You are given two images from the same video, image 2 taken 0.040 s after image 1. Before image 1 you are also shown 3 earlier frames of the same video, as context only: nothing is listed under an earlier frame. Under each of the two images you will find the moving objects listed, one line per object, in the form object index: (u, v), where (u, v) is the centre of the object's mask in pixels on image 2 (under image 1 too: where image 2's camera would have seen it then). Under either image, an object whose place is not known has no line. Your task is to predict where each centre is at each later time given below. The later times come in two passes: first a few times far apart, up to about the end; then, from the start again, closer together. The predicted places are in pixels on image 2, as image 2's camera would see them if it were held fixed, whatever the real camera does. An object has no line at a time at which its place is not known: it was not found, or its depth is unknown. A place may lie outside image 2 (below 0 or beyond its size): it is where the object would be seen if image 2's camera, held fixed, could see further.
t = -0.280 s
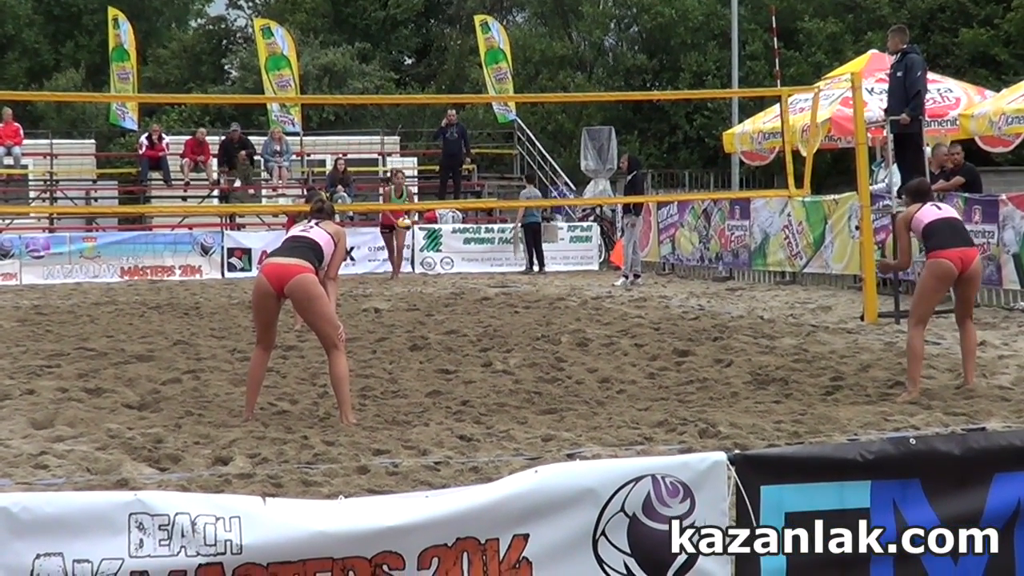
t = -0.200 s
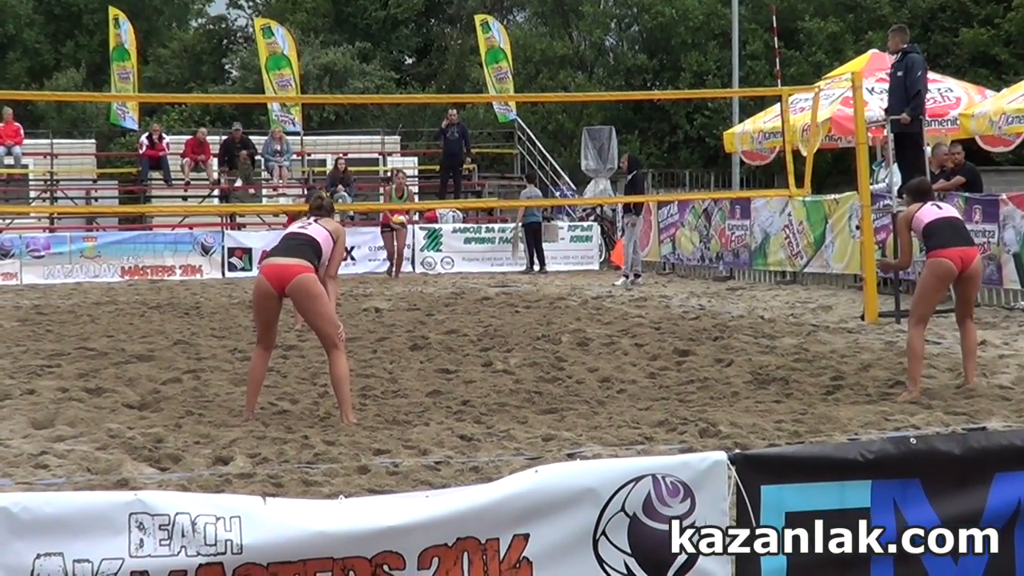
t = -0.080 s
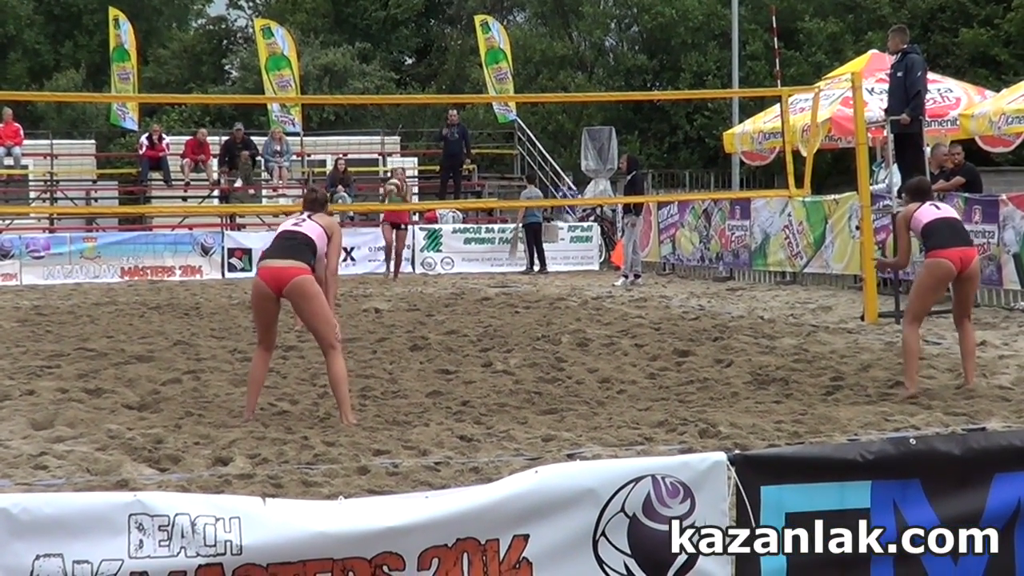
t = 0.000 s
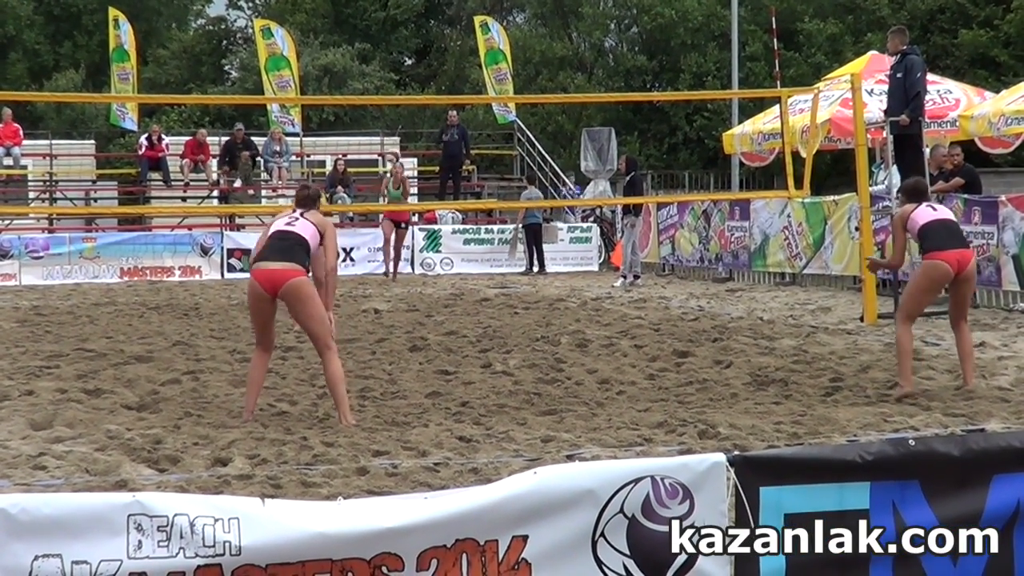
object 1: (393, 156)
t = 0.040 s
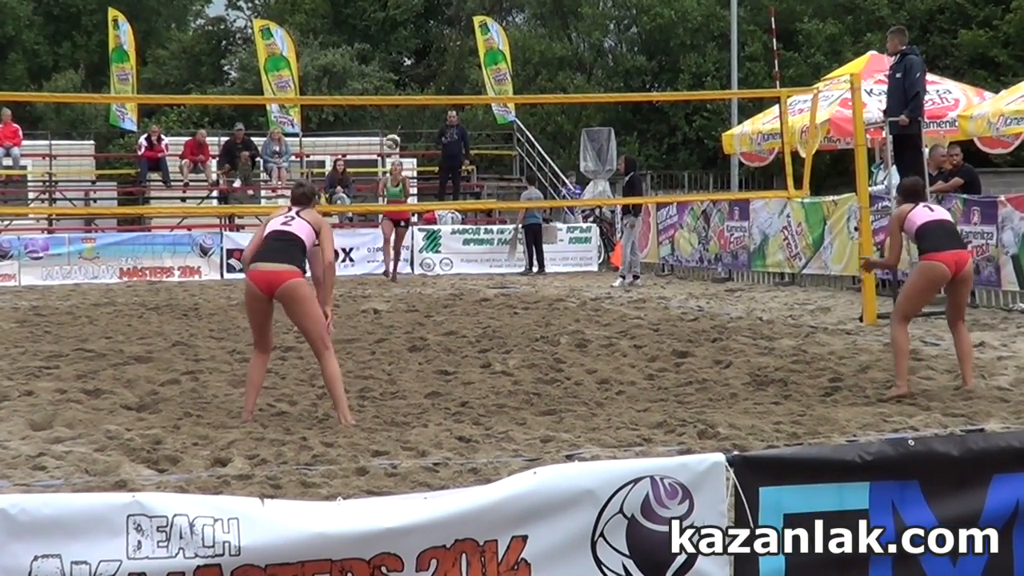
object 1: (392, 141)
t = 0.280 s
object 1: (392, 80)
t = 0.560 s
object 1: (390, 61)
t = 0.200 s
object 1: (392, 92)
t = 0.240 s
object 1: (392, 87)
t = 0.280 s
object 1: (392, 80)
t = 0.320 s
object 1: (391, 74)
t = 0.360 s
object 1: (391, 68)
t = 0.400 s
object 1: (391, 65)
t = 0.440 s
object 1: (390, 62)
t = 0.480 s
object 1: (390, 61)
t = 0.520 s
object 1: (390, 61)
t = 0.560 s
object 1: (390, 61)
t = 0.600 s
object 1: (390, 62)
